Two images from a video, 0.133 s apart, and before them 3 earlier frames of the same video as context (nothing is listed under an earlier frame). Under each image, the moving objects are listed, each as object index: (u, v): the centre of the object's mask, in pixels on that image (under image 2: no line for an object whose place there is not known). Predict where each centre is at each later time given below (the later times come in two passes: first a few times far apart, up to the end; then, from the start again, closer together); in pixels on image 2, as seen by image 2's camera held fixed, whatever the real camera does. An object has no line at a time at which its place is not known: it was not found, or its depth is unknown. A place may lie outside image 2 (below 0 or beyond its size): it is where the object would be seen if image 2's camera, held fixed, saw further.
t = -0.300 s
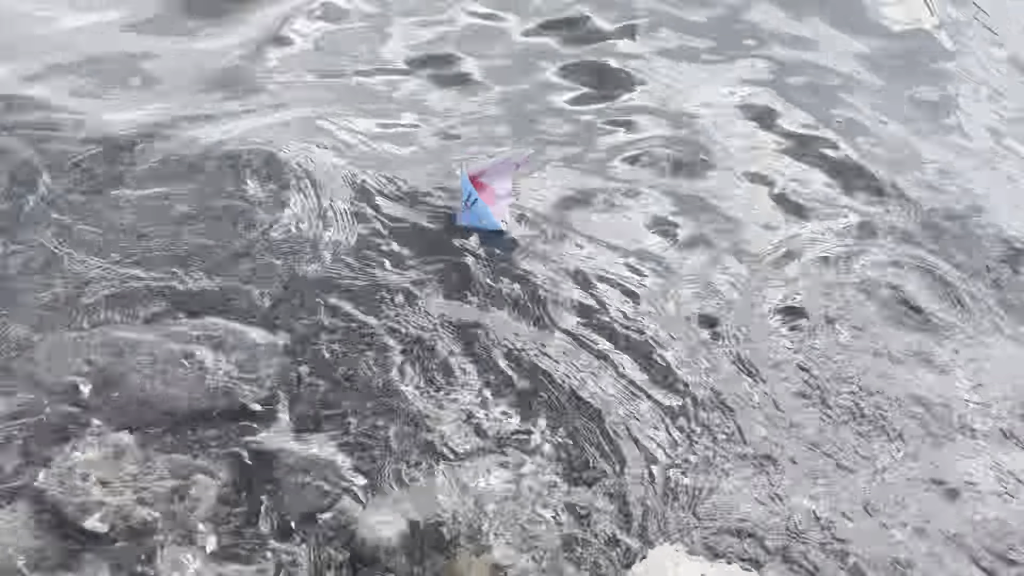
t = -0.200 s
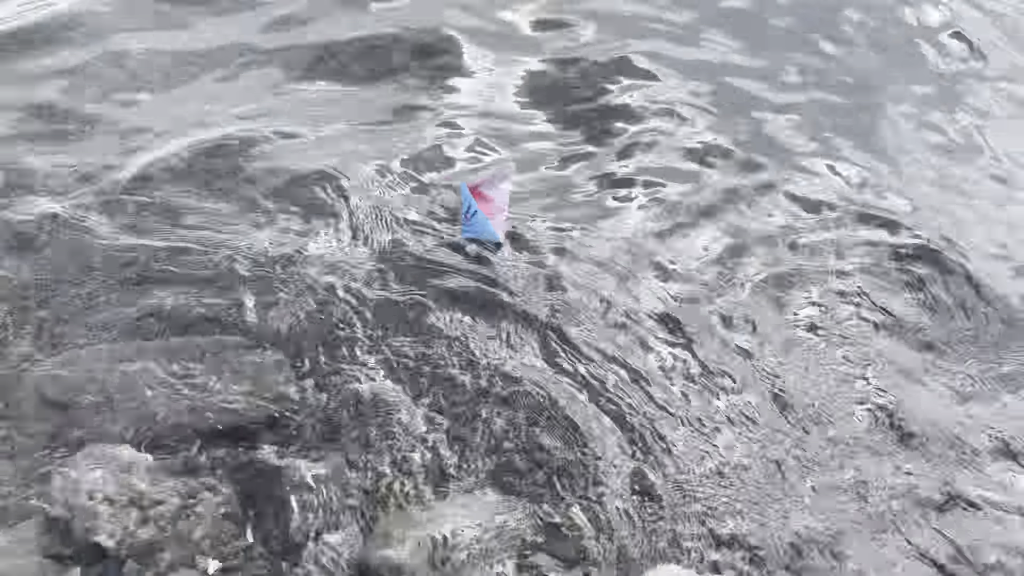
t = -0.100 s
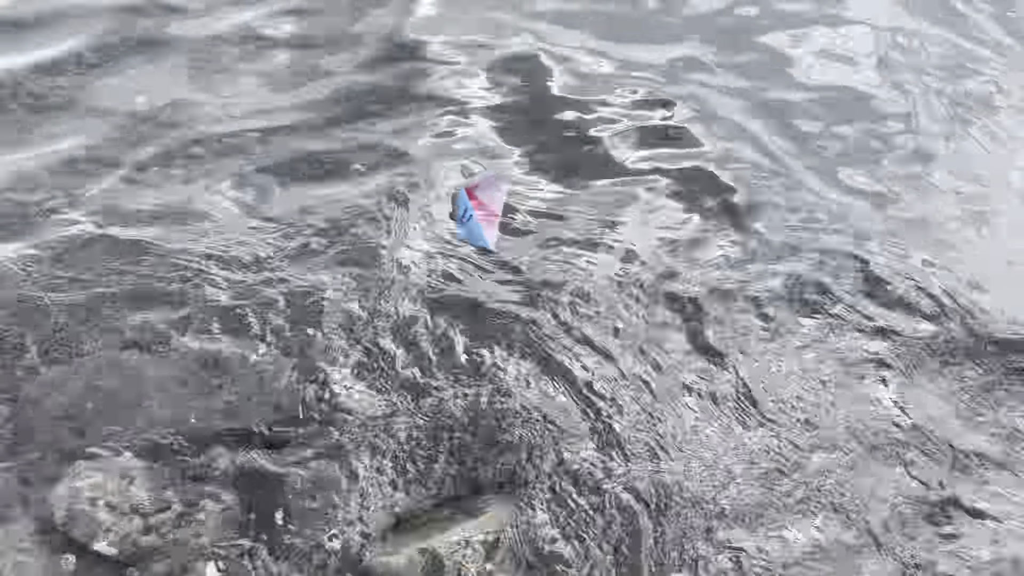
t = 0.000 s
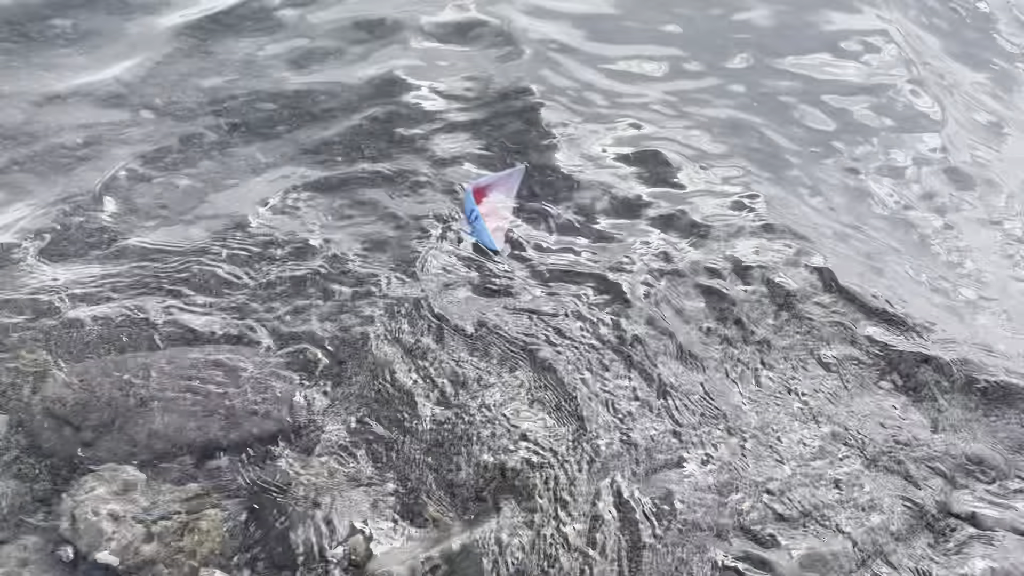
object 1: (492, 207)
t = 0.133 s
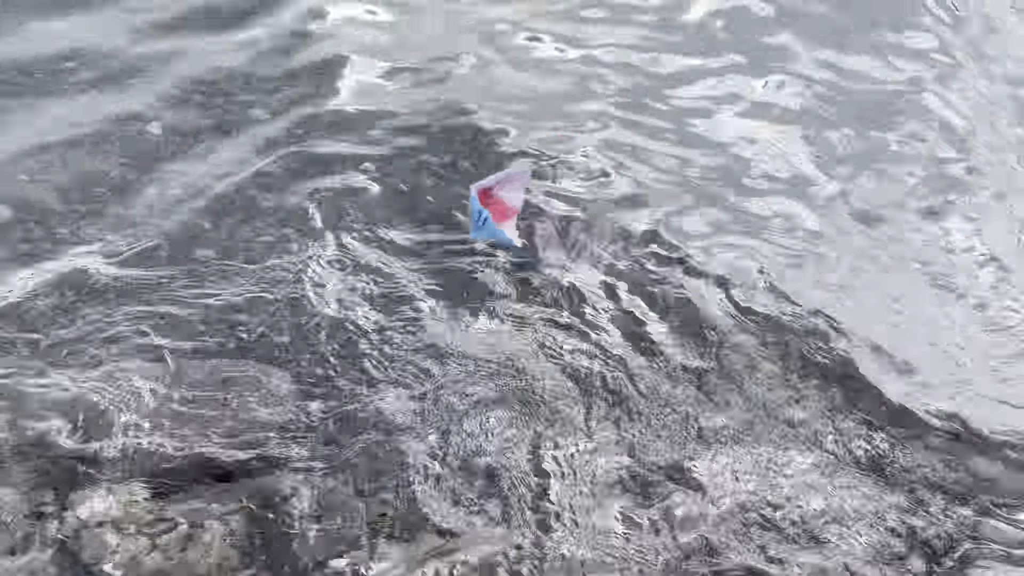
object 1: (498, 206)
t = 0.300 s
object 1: (476, 209)
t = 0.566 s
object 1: (459, 214)
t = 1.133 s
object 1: (476, 249)
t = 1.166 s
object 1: (481, 255)
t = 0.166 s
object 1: (494, 207)
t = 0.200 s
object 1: (489, 209)
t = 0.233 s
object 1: (485, 207)
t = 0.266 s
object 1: (480, 206)
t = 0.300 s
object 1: (476, 209)
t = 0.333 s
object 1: (475, 207)
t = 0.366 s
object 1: (472, 210)
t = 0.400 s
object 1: (472, 211)
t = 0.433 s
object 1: (472, 210)
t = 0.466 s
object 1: (469, 213)
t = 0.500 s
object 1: (464, 215)
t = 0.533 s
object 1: (462, 214)
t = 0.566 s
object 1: (459, 214)
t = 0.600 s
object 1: (459, 215)
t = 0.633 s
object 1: (458, 215)
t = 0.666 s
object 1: (458, 219)
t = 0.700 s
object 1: (458, 221)
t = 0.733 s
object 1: (460, 220)
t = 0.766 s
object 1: (464, 217)
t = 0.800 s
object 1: (461, 211)
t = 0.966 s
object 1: (478, 221)
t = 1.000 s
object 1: (476, 226)
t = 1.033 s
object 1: (477, 228)
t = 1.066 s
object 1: (476, 232)
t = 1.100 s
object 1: (478, 243)
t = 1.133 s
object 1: (476, 249)
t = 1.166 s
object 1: (481, 255)
